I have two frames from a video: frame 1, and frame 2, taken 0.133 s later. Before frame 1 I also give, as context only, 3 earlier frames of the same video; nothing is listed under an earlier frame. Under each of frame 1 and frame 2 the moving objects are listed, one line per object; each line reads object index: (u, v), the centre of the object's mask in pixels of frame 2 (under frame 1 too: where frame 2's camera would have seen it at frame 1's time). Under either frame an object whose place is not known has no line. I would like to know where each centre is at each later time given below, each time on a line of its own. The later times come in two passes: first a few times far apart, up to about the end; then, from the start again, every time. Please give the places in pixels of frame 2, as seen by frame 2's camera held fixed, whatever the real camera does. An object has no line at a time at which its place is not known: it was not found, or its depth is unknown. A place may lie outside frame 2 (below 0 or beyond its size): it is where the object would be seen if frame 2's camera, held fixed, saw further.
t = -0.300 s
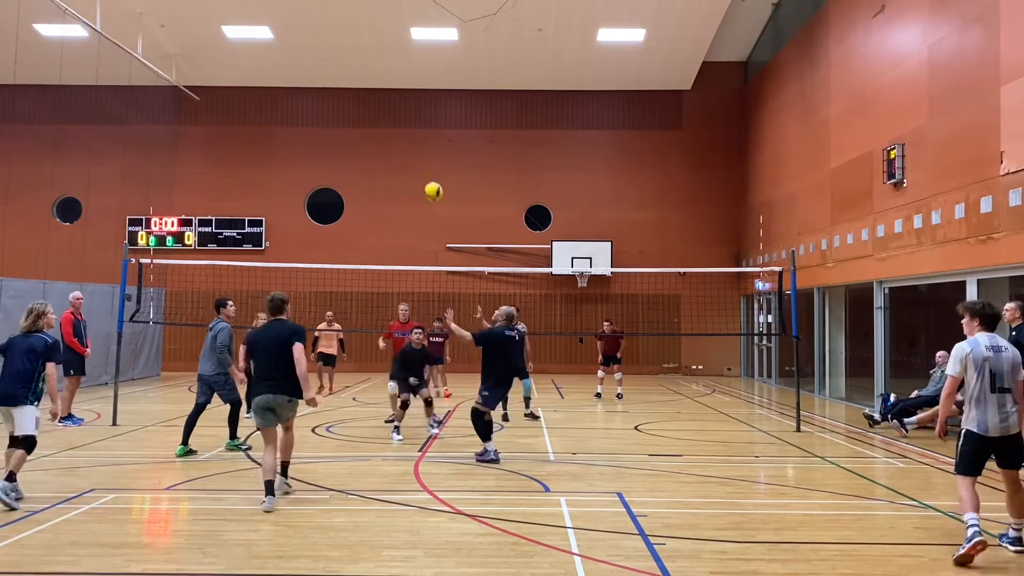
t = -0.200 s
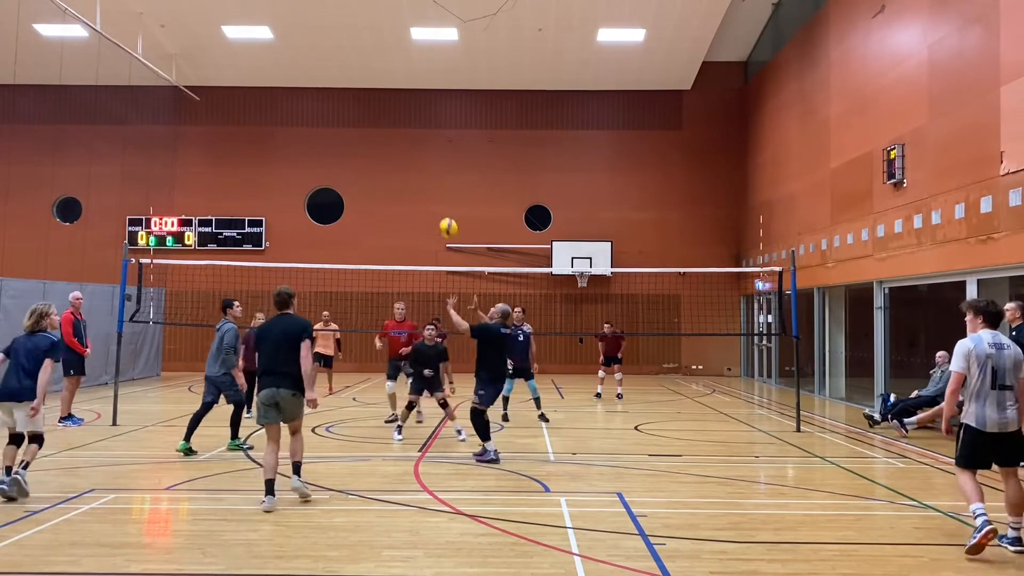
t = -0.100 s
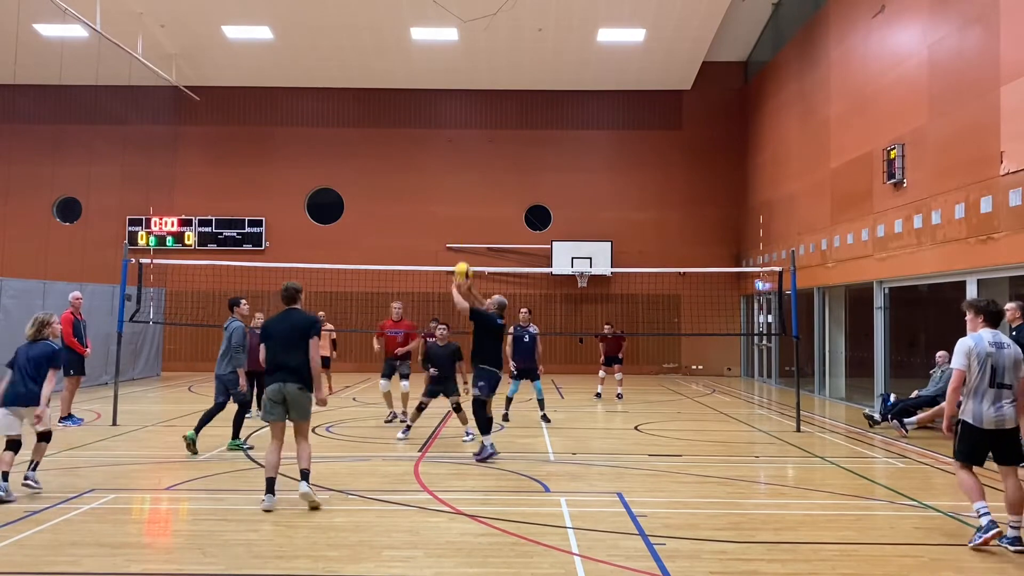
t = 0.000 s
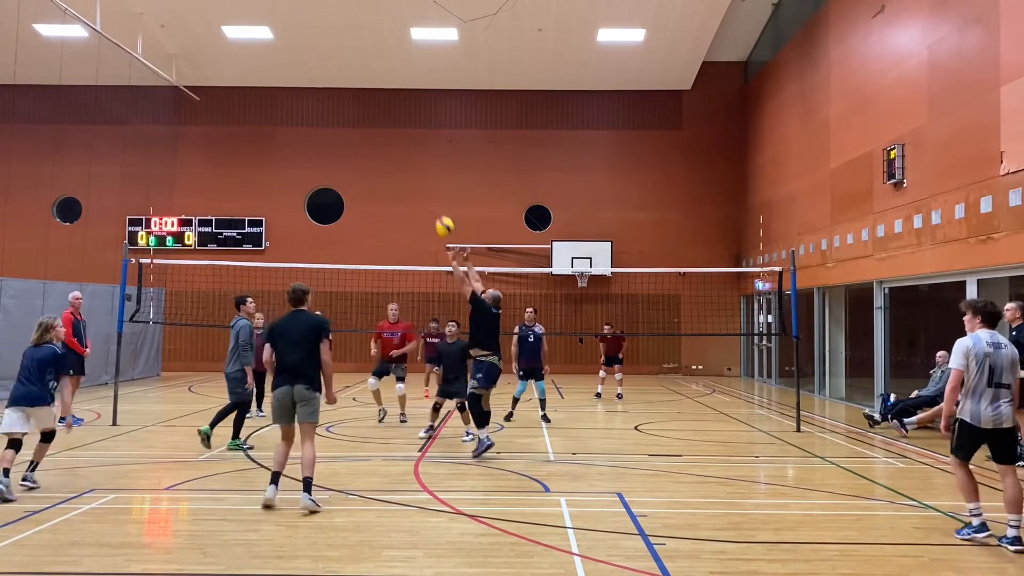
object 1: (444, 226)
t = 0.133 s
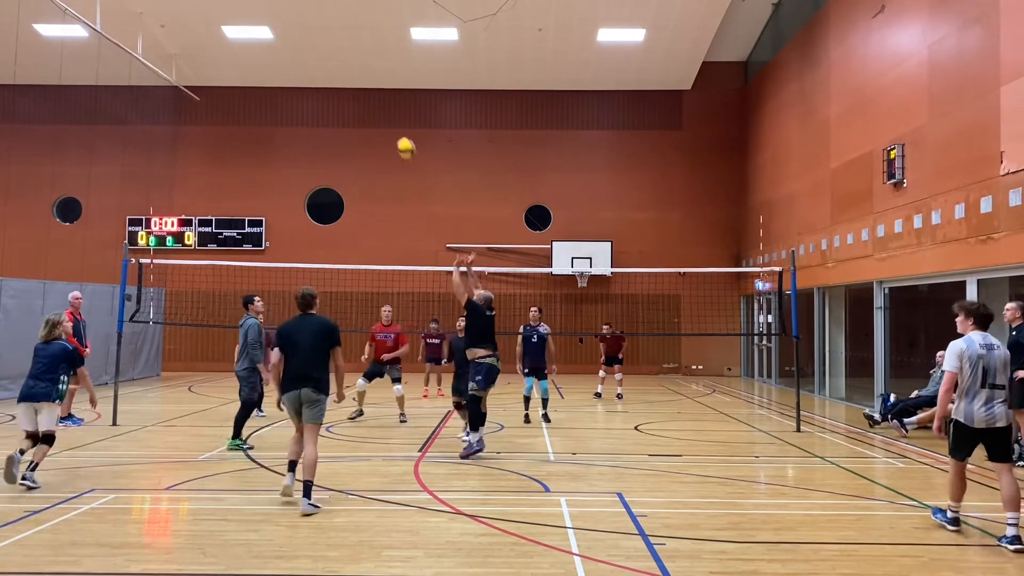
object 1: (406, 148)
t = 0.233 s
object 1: (378, 100)
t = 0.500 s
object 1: (308, 22)
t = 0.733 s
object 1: (252, 6)
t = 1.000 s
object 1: (194, 35)
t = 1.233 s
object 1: (147, 103)
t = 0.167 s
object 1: (397, 131)
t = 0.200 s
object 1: (387, 115)
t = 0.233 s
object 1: (378, 100)
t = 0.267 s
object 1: (369, 87)
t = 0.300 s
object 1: (360, 74)
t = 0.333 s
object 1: (351, 63)
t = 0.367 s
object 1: (342, 52)
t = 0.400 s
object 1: (333, 42)
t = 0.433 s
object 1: (325, 34)
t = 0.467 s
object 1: (316, 27)
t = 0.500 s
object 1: (308, 22)
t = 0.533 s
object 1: (299, 16)
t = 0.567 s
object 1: (292, 12)
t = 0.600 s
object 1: (284, 8)
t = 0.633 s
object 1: (276, 7)
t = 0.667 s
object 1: (268, 6)
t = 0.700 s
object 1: (260, 5)
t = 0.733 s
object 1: (252, 6)
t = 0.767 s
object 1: (245, 7)
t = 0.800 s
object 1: (237, 8)
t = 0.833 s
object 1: (230, 10)
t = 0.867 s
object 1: (222, 14)
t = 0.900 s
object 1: (215, 18)
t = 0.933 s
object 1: (208, 23)
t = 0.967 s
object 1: (200, 29)
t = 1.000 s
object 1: (194, 35)
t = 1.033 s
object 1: (187, 43)
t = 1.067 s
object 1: (180, 51)
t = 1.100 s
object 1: (174, 60)
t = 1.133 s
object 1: (167, 70)
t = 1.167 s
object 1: (160, 81)
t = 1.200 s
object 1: (154, 92)
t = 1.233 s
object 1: (147, 103)
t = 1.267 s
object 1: (141, 115)
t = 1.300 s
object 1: (135, 128)
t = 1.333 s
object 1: (128, 142)
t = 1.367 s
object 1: (122, 155)
